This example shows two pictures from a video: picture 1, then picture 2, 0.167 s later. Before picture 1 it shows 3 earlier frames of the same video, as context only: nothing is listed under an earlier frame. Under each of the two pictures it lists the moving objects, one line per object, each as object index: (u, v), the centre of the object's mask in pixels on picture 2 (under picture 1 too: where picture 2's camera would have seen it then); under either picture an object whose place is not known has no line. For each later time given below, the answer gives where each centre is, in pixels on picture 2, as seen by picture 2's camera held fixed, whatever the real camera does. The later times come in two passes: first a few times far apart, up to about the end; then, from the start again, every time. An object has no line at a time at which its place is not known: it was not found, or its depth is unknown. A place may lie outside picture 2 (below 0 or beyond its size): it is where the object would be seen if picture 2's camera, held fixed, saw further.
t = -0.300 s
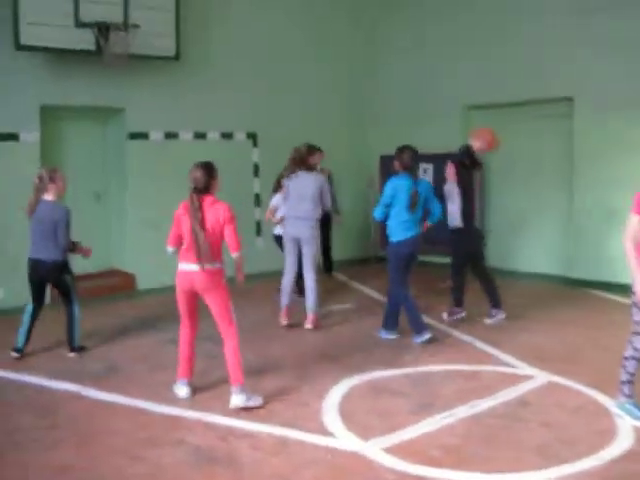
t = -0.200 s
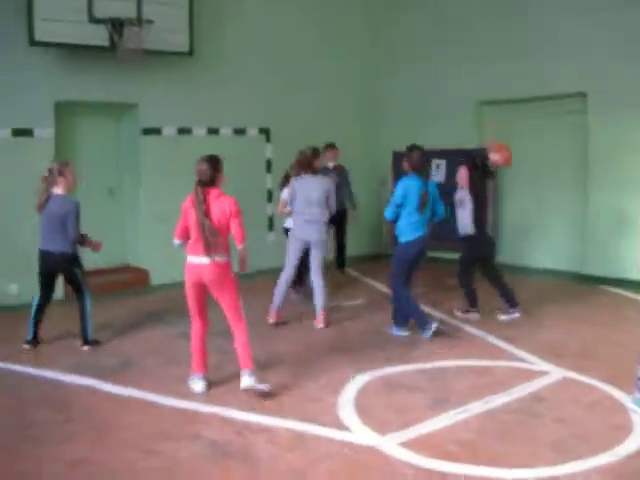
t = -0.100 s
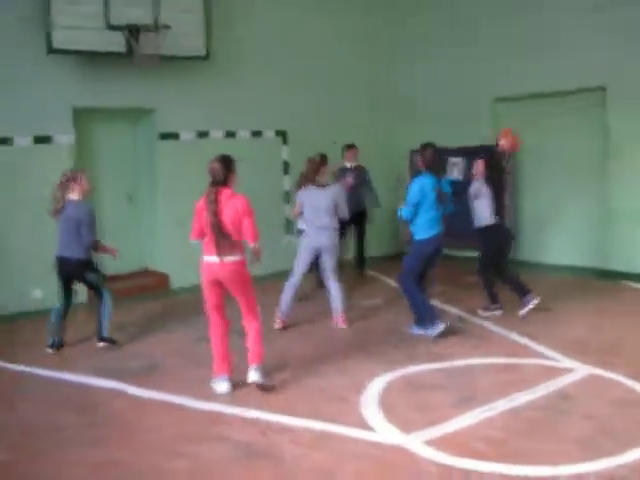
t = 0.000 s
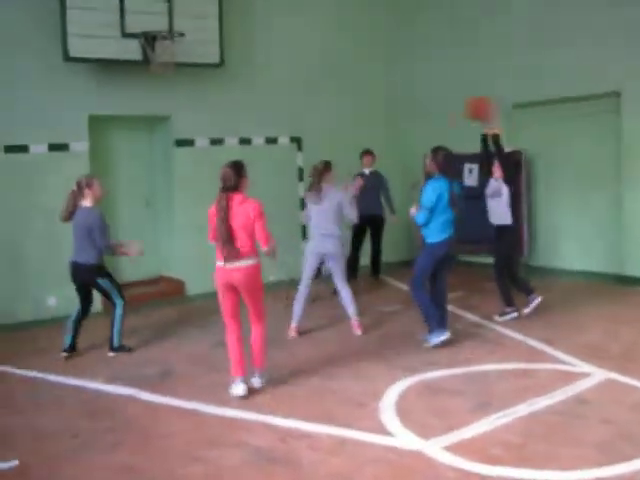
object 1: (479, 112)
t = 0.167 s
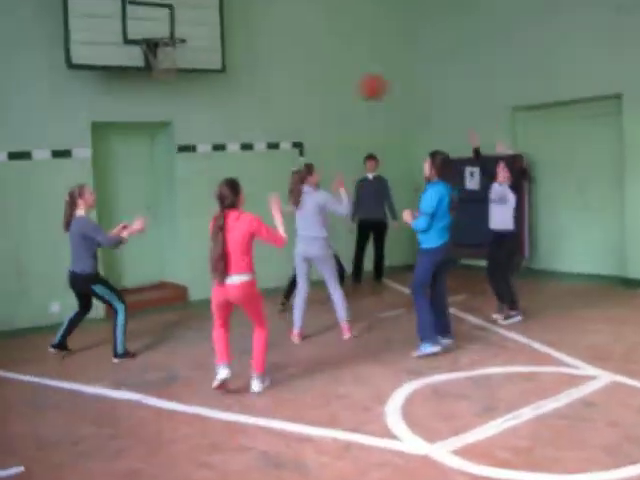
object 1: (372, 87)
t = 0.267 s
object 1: (307, 88)
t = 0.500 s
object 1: (150, 134)
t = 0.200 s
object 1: (351, 86)
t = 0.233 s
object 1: (329, 87)
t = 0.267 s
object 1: (307, 88)
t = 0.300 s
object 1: (286, 89)
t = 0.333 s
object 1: (264, 95)
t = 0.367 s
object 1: (241, 99)
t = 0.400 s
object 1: (219, 106)
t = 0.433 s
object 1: (194, 115)
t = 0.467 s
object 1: (172, 122)
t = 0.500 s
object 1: (150, 134)
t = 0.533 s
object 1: (128, 146)
